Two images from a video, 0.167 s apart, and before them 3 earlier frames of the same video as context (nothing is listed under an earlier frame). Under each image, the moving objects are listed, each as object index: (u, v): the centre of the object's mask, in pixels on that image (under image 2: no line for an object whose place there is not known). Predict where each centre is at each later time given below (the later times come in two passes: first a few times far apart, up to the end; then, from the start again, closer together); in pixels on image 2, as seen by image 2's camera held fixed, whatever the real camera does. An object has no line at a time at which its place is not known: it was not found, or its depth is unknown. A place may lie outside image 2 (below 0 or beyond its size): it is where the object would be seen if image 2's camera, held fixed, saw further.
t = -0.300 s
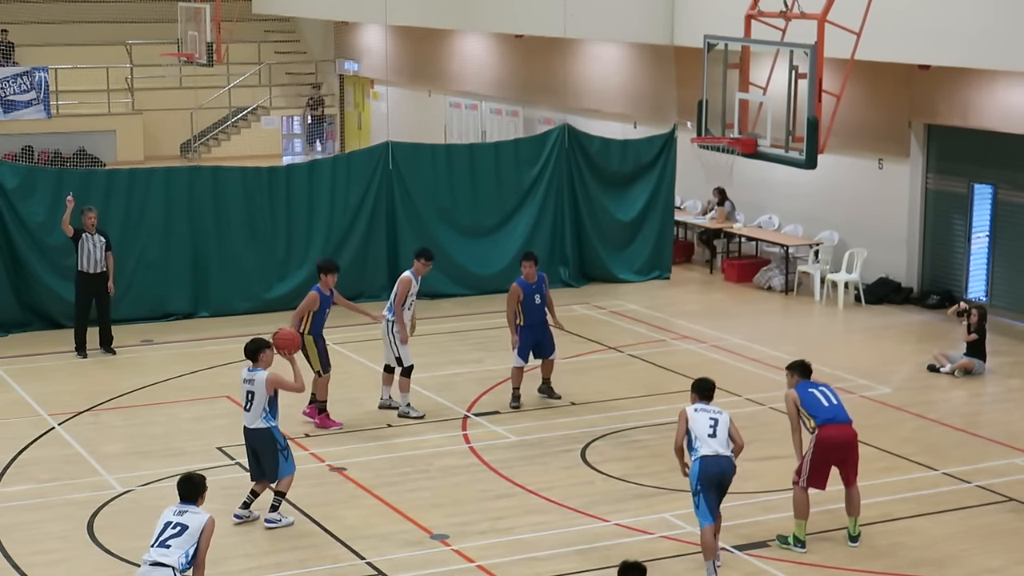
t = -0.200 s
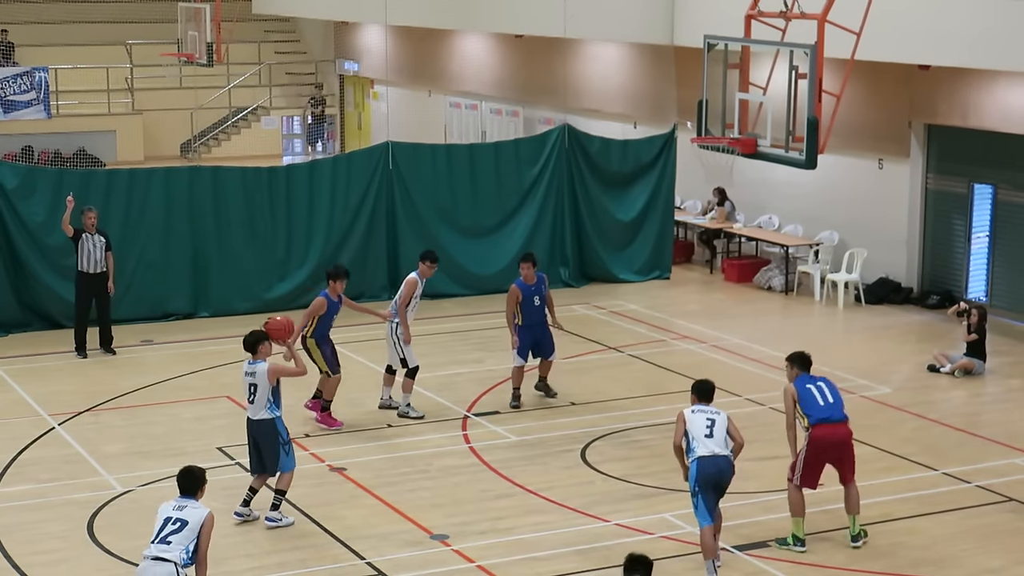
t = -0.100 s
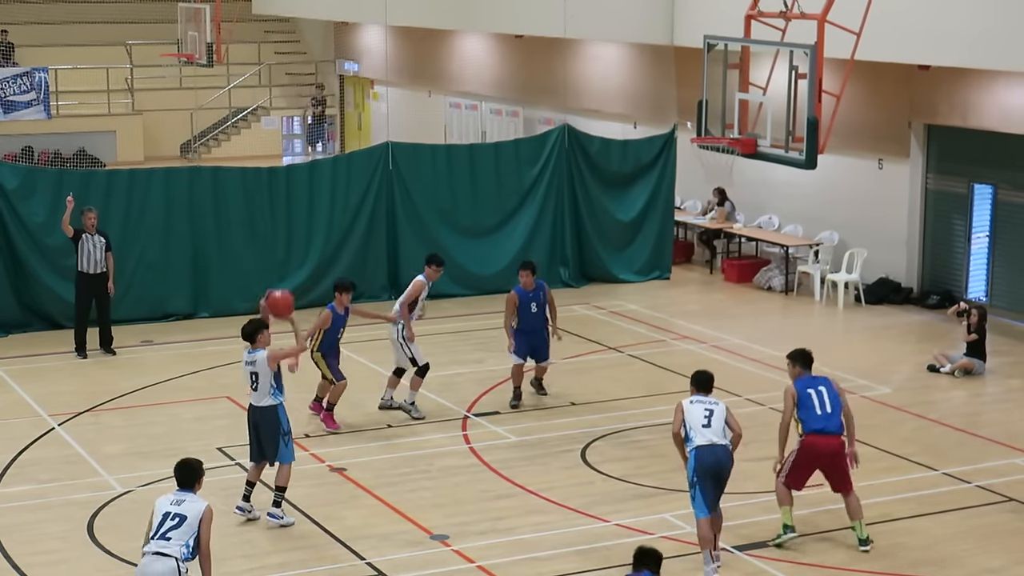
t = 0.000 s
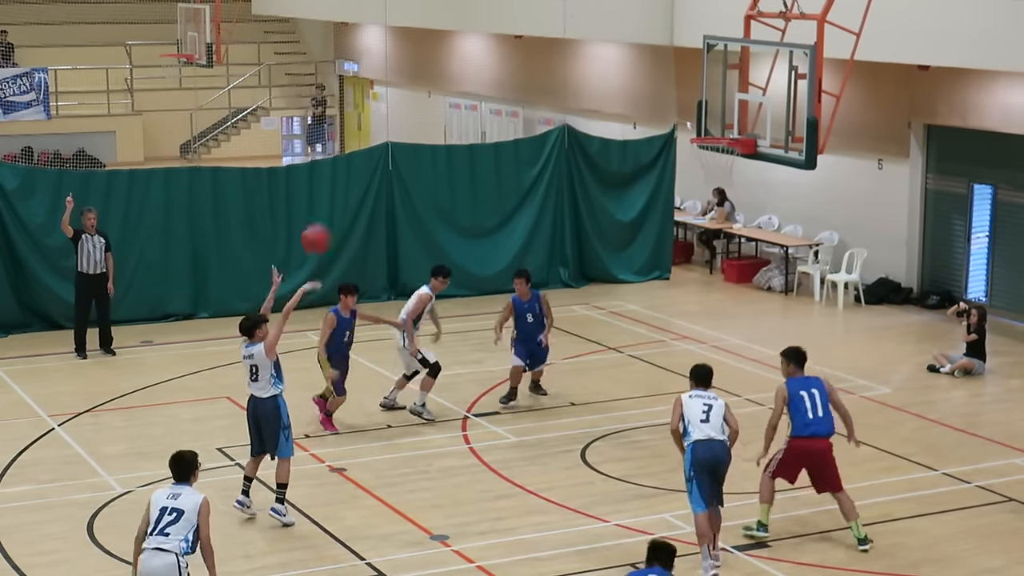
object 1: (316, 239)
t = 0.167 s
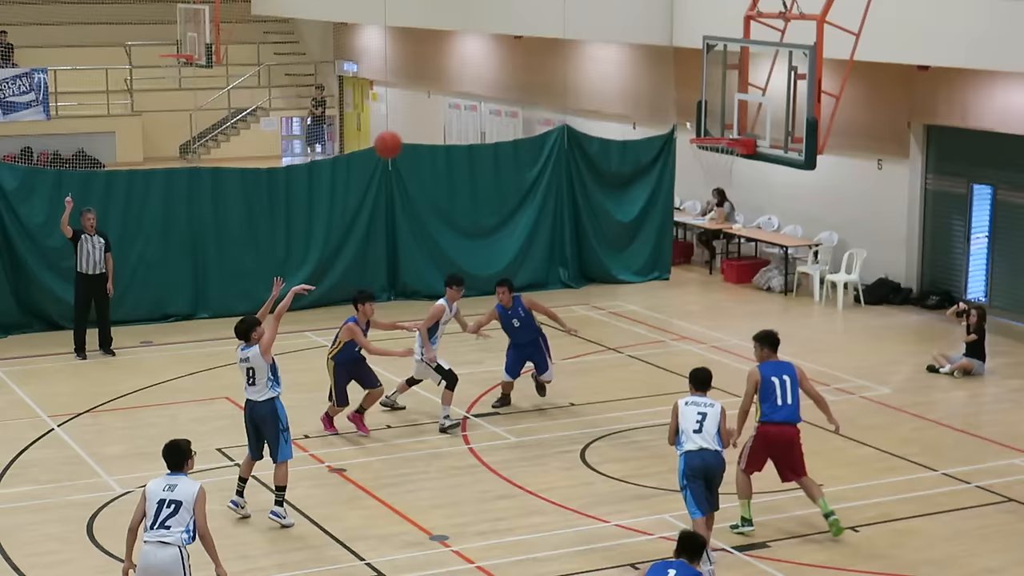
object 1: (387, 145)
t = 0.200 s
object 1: (402, 129)
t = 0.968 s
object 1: (697, 130)
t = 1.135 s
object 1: (723, 123)
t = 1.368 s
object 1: (705, 112)
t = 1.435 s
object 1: (700, 119)
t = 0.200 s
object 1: (402, 129)
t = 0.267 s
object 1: (430, 103)
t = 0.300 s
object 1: (444, 92)
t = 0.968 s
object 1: (697, 130)
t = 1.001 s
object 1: (705, 129)
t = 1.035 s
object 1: (716, 130)
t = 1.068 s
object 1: (724, 132)
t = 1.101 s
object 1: (724, 129)
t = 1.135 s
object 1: (723, 123)
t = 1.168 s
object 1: (721, 118)
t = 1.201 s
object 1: (718, 114)
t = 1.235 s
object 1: (716, 112)
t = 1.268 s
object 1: (714, 111)
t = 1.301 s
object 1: (710, 110)
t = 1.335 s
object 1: (708, 111)
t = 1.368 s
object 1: (705, 112)
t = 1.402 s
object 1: (703, 115)
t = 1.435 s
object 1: (700, 119)
